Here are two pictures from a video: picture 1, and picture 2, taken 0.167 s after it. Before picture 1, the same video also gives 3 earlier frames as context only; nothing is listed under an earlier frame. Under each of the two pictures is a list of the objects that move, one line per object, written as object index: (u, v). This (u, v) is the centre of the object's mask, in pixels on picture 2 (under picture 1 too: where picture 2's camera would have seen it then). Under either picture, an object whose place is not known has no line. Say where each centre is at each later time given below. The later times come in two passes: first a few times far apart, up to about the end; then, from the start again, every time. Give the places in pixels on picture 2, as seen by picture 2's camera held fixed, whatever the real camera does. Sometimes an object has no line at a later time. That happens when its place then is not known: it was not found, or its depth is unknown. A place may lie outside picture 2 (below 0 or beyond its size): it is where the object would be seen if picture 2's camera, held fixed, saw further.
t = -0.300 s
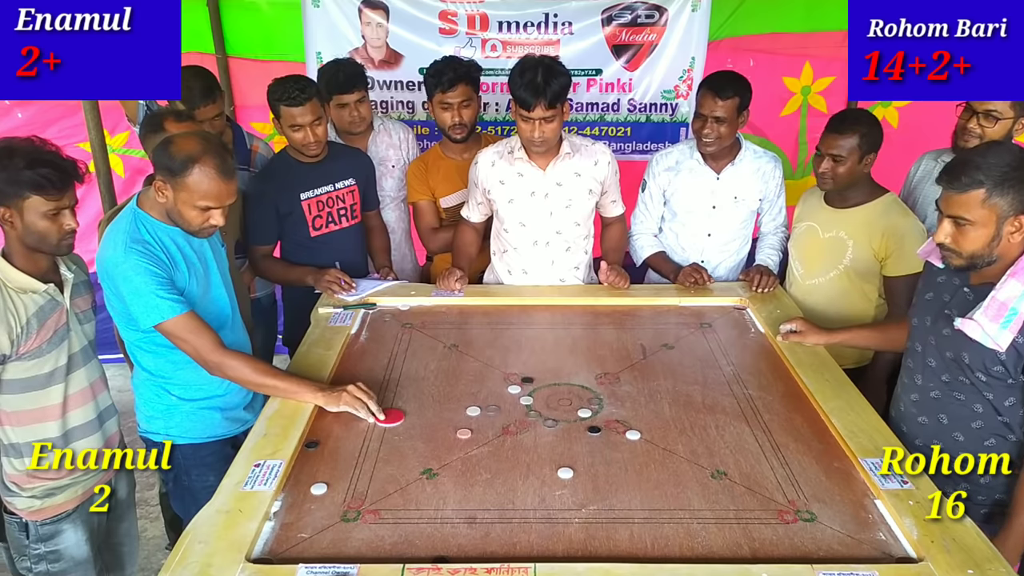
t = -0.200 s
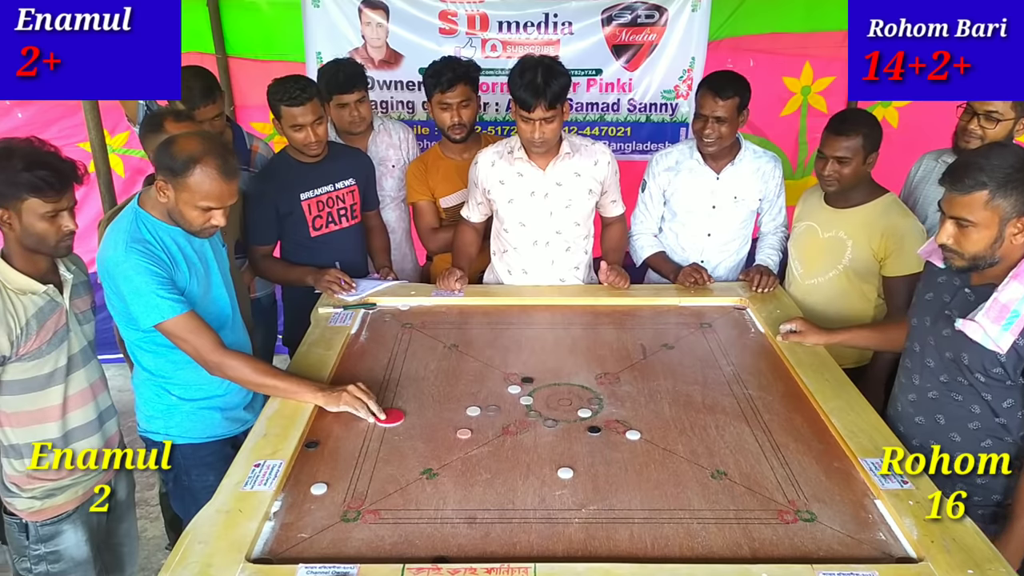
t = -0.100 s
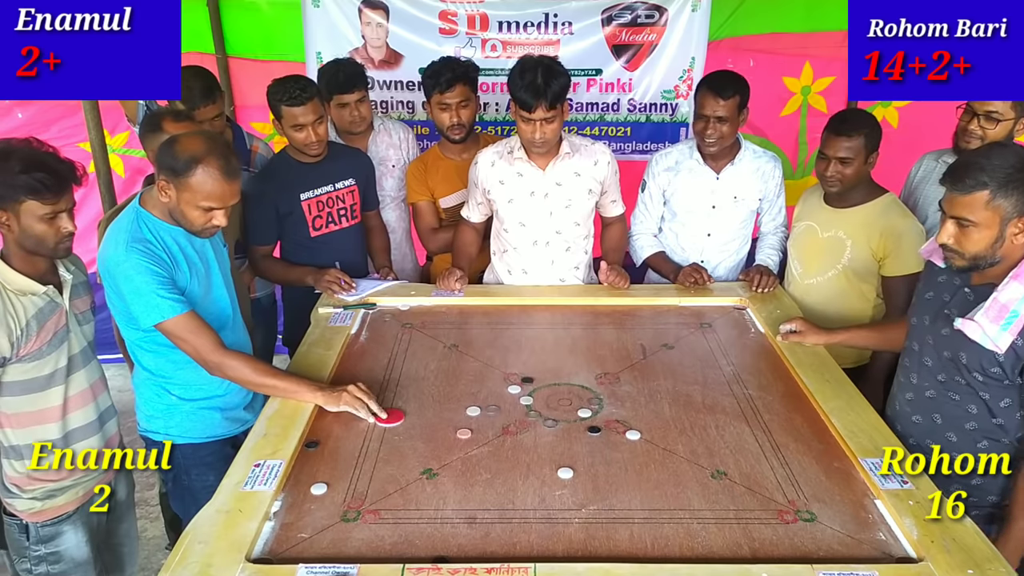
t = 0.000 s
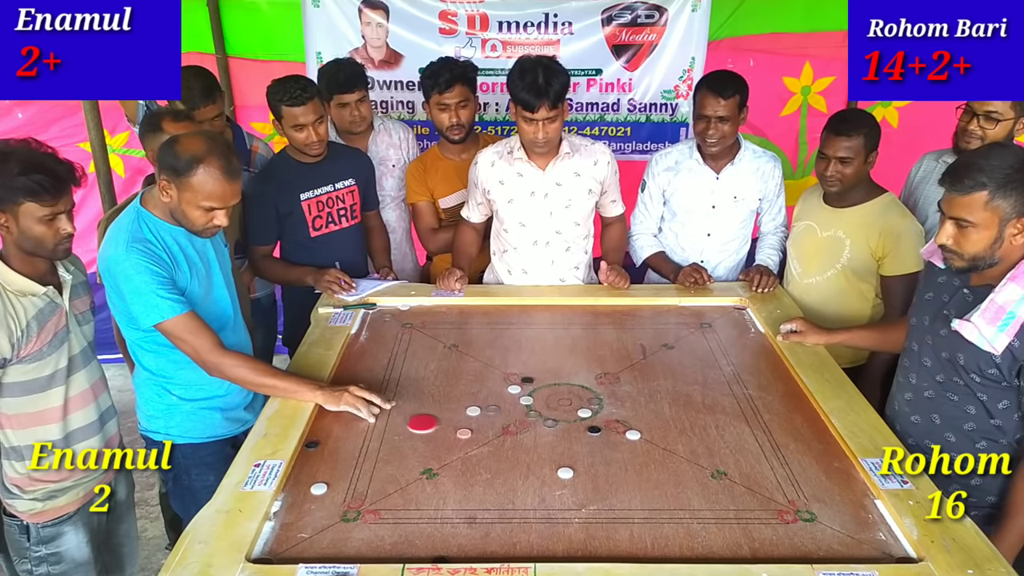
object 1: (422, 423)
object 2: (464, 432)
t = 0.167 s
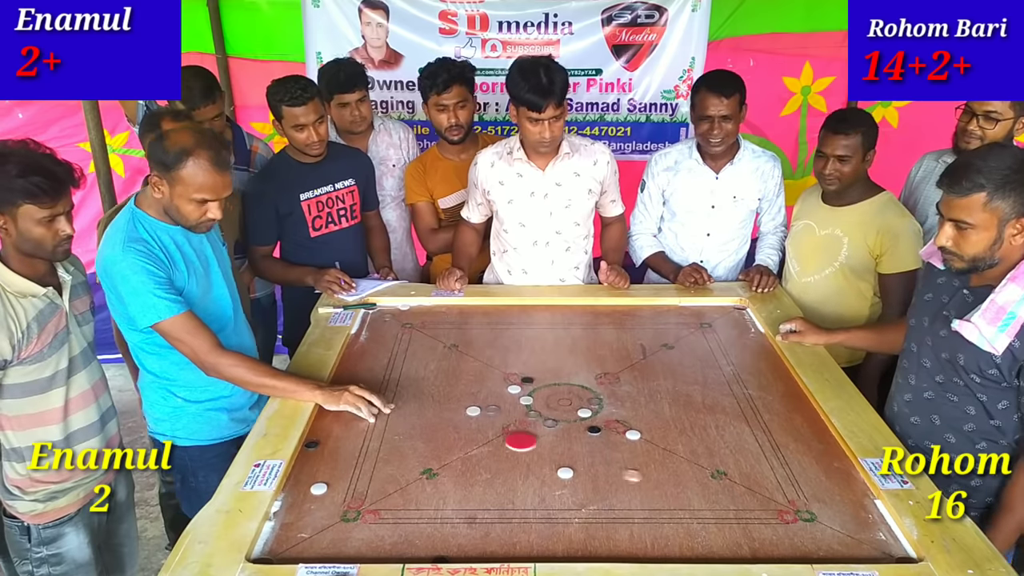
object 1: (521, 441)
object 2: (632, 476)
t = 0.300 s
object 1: (588, 452)
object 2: (813, 520)
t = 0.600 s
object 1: (704, 469)
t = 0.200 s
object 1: (538, 444)
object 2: (676, 486)
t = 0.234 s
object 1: (556, 447)
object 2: (720, 497)
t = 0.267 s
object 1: (572, 449)
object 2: (766, 509)
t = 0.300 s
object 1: (588, 452)
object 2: (813, 520)
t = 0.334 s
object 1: (603, 454)
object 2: (862, 532)
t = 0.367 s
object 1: (618, 457)
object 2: (899, 541)
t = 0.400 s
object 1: (632, 459)
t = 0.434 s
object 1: (646, 461)
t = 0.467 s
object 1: (659, 463)
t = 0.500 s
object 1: (671, 464)
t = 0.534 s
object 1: (683, 466)
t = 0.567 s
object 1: (694, 467)
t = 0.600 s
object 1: (704, 469)
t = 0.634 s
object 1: (713, 470)
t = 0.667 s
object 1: (722, 471)
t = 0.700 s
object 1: (730, 472)
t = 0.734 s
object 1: (737, 473)
